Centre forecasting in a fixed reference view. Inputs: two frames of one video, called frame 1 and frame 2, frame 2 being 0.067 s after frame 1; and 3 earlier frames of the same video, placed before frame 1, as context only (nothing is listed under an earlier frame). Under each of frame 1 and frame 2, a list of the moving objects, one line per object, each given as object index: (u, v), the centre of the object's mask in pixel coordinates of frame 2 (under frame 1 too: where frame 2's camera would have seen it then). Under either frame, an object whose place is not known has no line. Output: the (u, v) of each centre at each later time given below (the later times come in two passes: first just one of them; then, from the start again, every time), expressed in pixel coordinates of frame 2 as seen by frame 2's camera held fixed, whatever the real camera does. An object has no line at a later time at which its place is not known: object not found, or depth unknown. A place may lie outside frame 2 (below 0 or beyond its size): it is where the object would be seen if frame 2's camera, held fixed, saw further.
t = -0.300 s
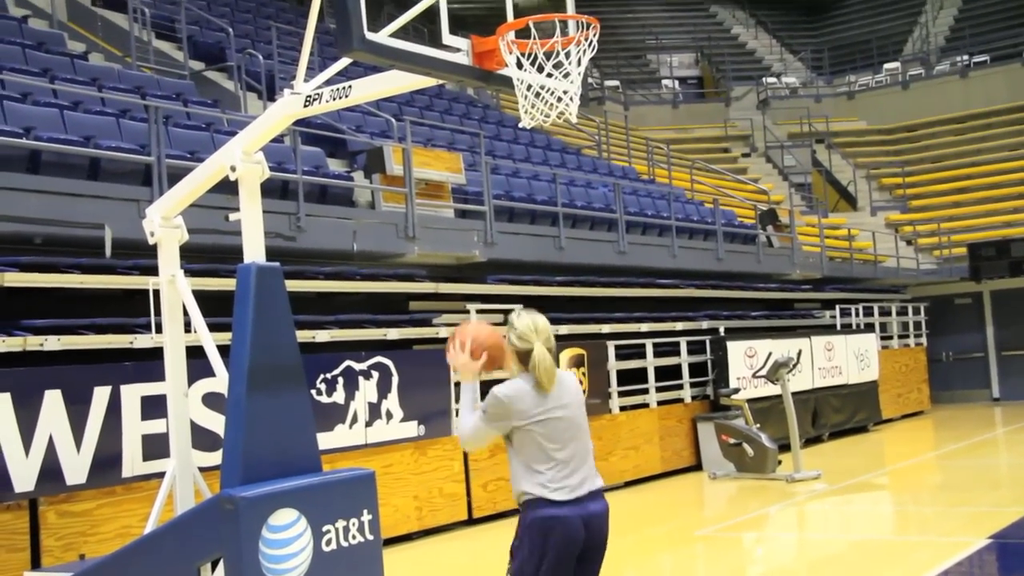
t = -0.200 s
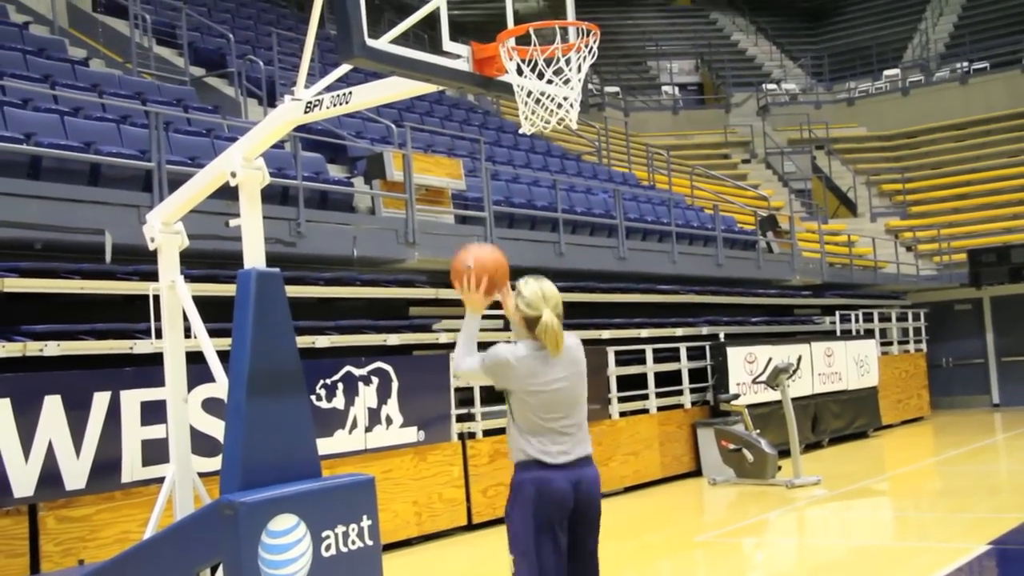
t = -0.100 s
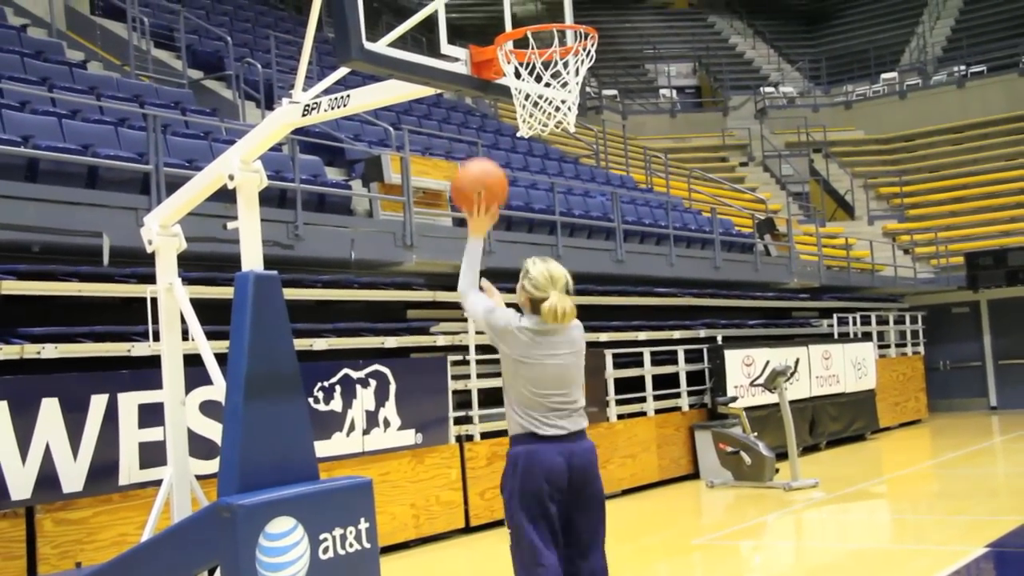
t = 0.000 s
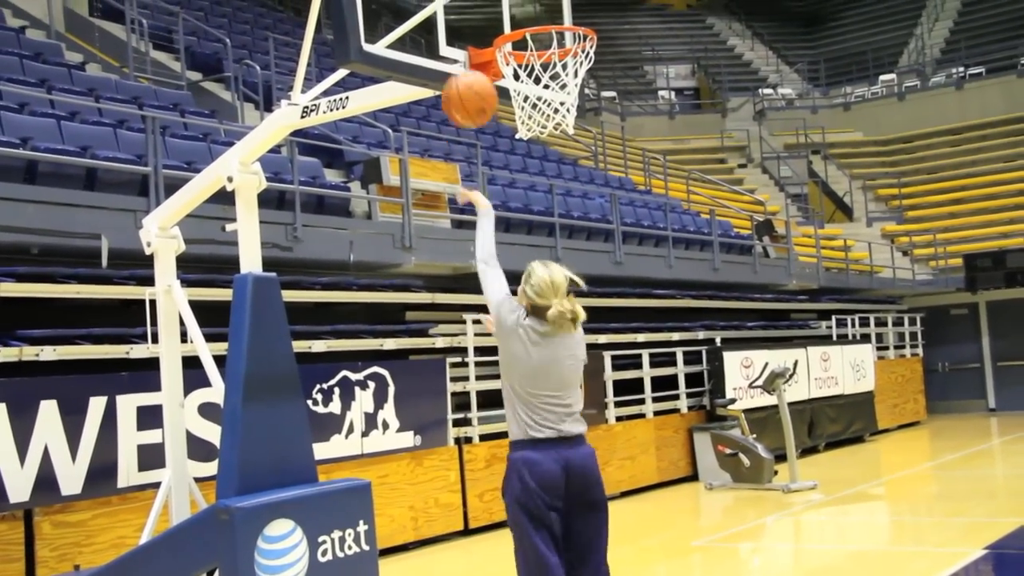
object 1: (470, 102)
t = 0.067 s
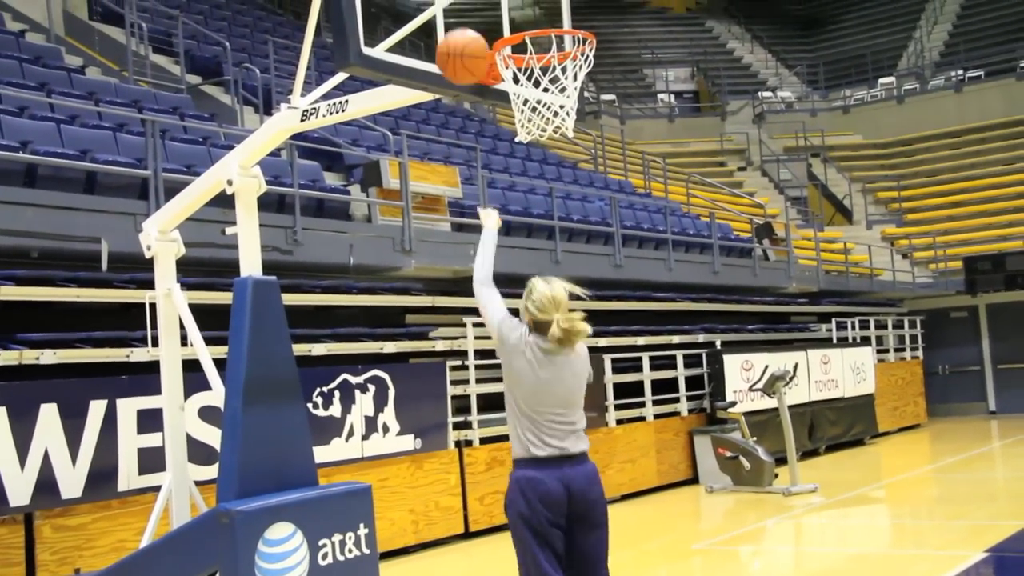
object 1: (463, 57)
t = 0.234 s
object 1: (453, 4)
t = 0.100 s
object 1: (460, 37)
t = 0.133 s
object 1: (458, 22)
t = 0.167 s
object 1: (457, 13)
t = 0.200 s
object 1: (455, 7)
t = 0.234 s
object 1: (453, 4)
